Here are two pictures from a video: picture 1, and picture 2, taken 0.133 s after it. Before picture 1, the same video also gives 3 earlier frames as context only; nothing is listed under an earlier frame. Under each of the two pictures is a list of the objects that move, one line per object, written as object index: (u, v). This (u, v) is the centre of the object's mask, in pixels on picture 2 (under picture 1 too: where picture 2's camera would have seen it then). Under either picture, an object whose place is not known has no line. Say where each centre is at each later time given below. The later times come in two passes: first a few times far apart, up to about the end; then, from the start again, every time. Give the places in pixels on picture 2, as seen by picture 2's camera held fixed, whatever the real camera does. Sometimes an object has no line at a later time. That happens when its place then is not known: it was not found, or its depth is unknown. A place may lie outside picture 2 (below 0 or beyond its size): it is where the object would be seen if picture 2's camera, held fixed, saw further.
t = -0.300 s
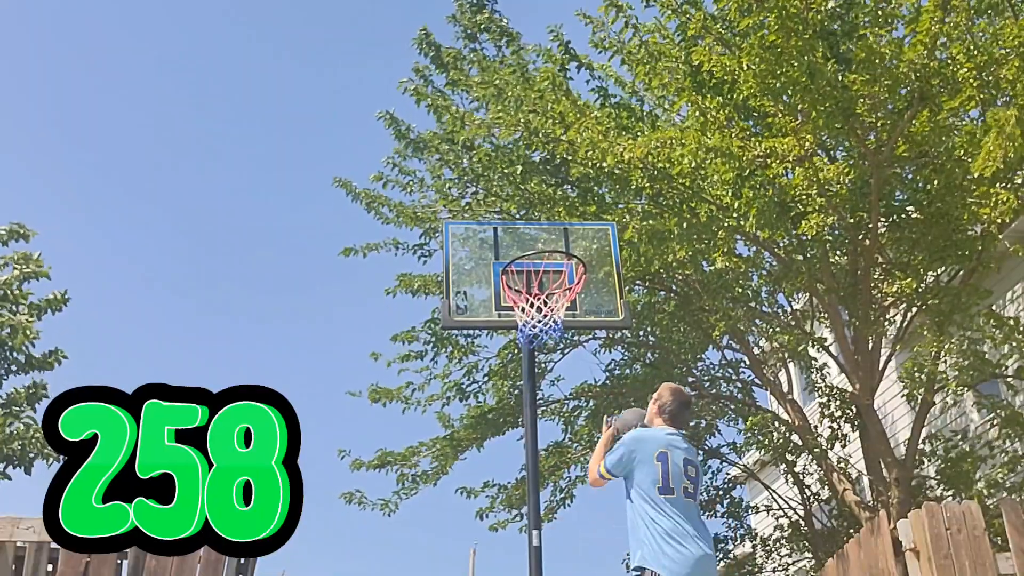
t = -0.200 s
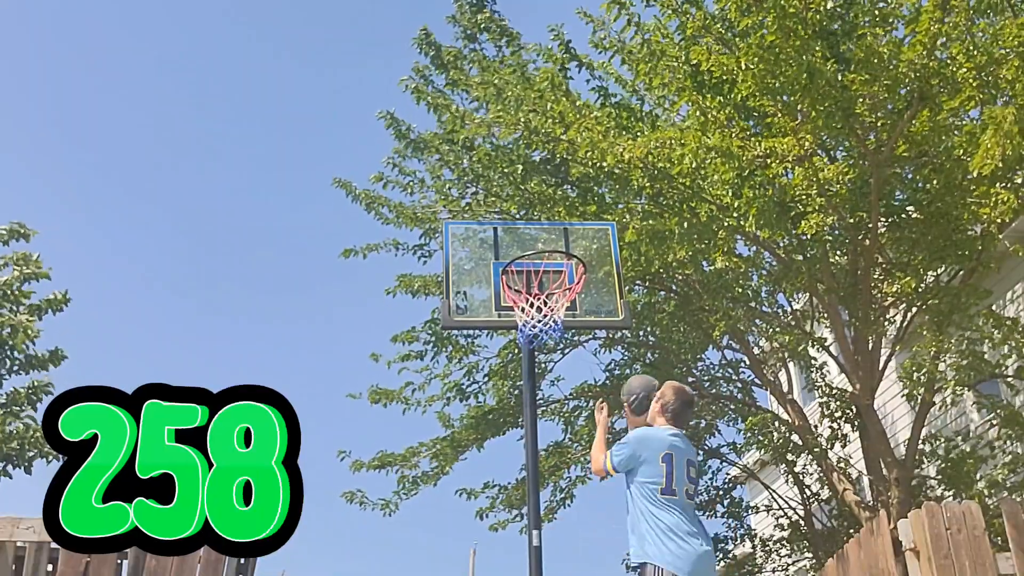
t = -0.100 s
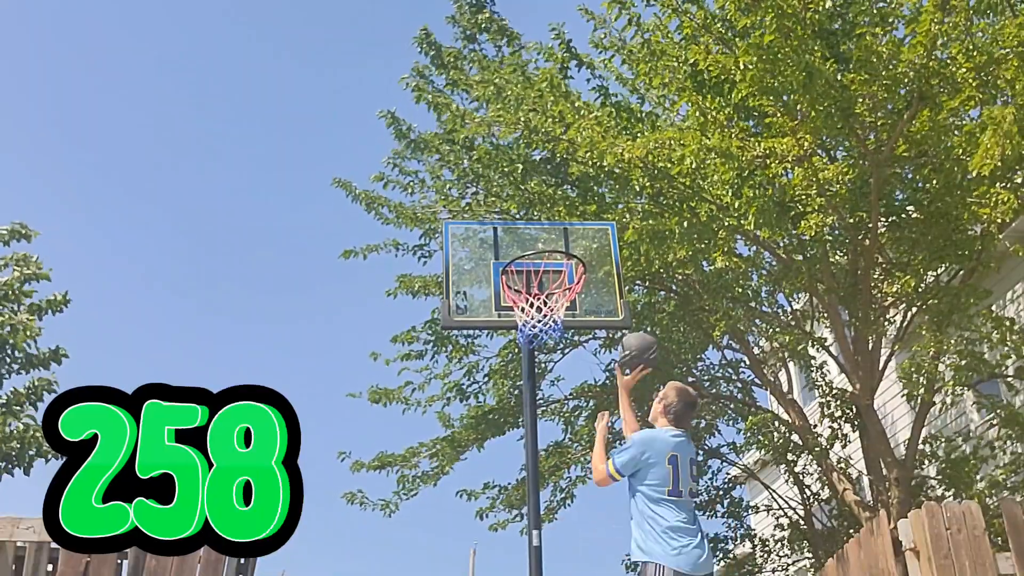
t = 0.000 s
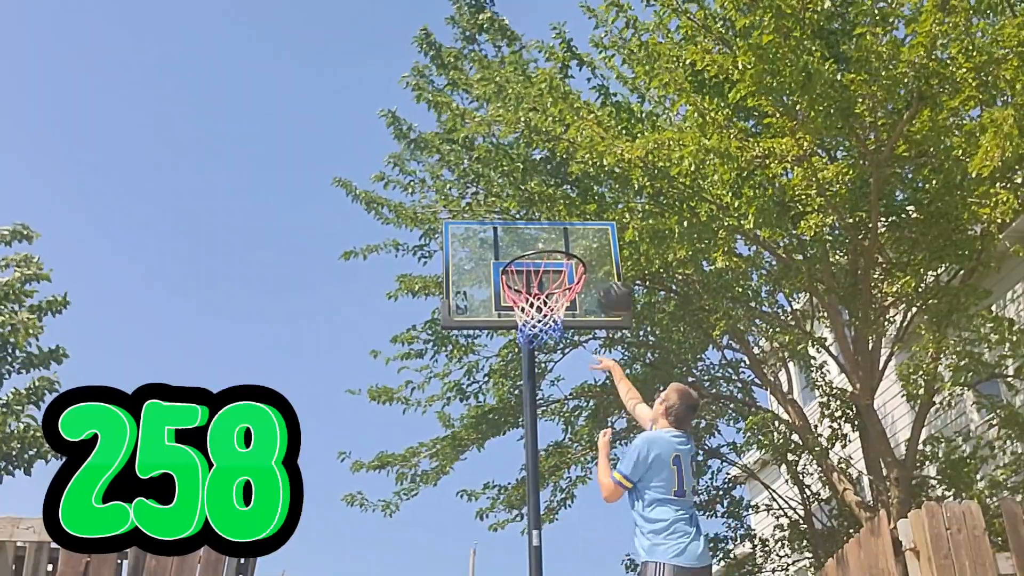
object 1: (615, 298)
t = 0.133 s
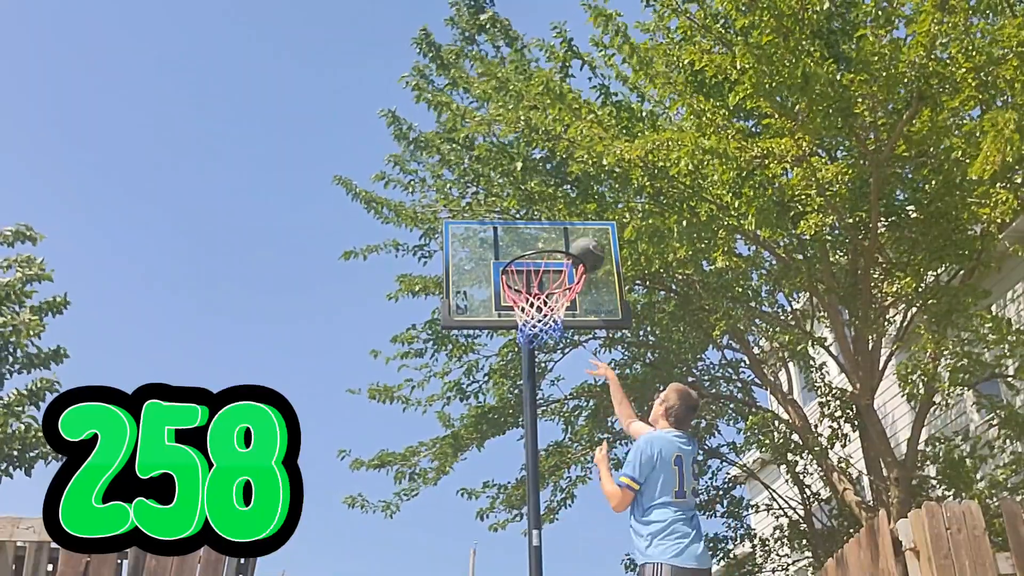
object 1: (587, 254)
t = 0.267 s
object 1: (570, 237)
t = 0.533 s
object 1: (545, 272)
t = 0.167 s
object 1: (580, 248)
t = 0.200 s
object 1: (575, 243)
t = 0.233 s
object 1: (572, 239)
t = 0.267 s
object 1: (570, 237)
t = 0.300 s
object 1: (567, 235)
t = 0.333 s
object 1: (564, 236)
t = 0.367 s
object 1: (562, 238)
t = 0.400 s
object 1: (559, 239)
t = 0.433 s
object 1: (556, 241)
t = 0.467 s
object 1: (553, 248)
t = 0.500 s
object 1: (549, 263)
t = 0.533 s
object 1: (545, 272)
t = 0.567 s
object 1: (543, 282)
